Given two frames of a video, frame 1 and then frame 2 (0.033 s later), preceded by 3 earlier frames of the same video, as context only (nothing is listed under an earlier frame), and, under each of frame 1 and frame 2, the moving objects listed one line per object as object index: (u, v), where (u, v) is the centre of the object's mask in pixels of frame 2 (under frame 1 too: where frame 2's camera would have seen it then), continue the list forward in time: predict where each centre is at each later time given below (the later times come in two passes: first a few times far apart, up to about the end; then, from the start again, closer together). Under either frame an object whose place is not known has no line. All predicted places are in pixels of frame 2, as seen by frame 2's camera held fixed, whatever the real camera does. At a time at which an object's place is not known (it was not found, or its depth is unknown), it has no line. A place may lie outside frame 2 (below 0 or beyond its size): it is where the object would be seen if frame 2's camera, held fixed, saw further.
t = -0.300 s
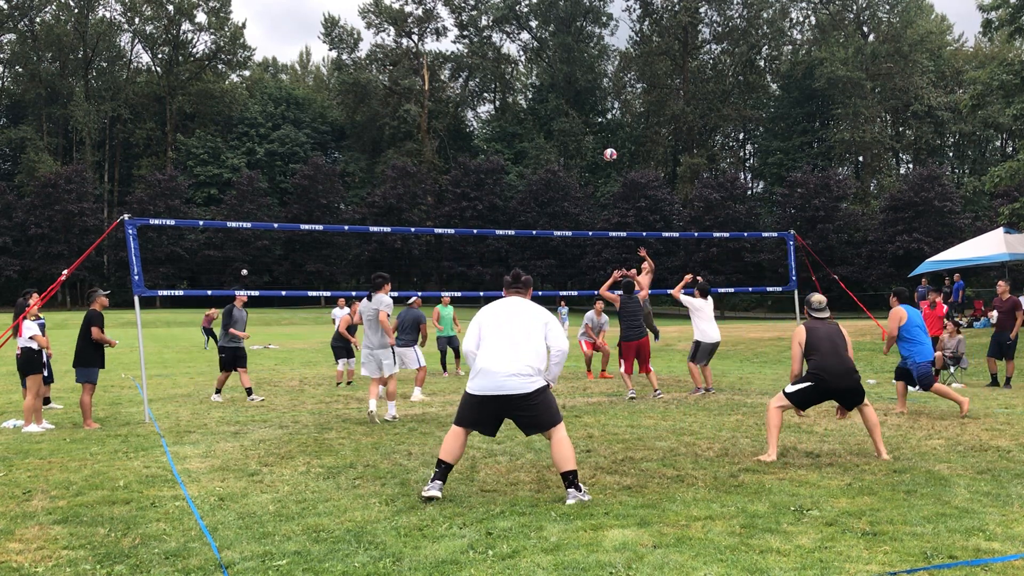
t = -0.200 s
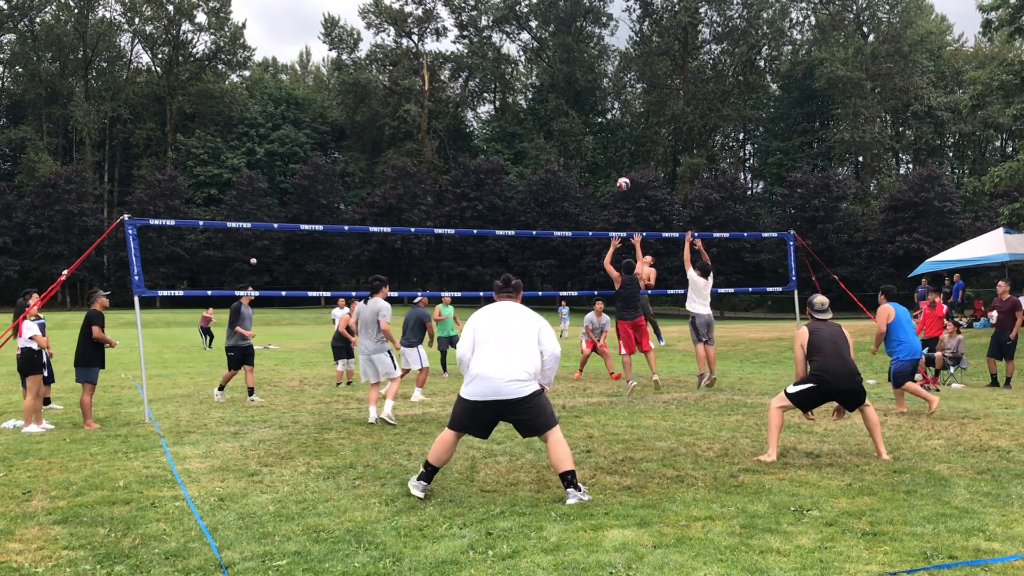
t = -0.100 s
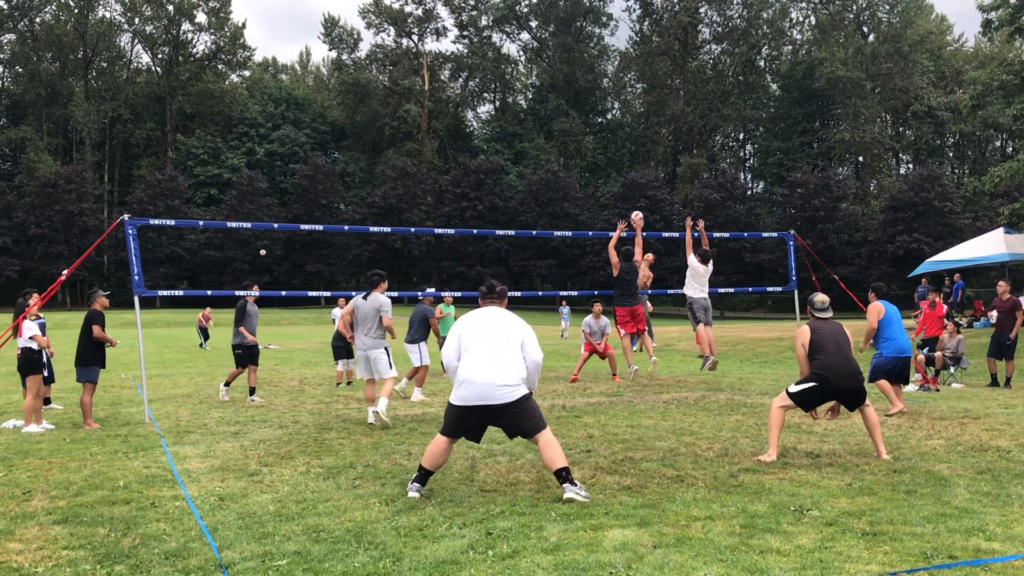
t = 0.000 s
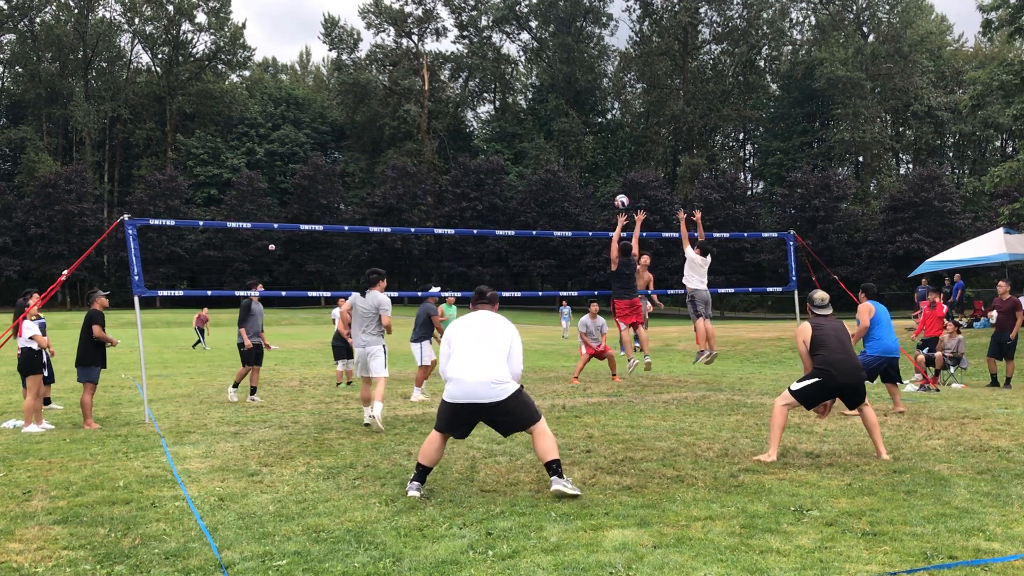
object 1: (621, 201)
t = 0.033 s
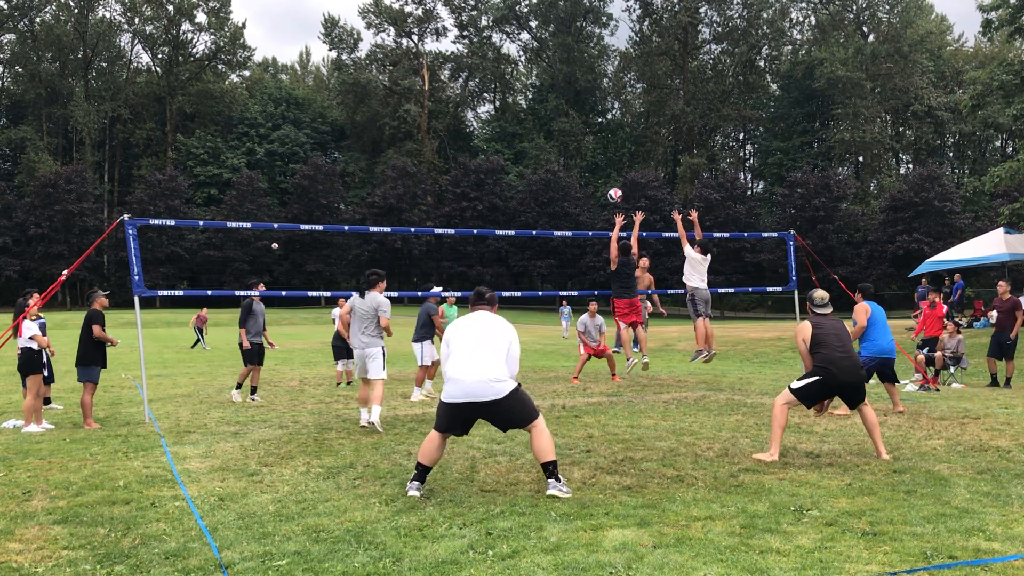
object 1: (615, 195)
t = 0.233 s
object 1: (563, 168)
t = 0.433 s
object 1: (482, 164)
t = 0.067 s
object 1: (608, 190)
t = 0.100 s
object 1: (600, 184)
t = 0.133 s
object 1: (592, 180)
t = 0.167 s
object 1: (583, 176)
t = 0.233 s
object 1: (563, 168)
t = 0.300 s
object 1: (540, 164)
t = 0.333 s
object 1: (527, 162)
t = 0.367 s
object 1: (514, 162)
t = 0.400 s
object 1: (499, 163)
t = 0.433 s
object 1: (482, 164)
